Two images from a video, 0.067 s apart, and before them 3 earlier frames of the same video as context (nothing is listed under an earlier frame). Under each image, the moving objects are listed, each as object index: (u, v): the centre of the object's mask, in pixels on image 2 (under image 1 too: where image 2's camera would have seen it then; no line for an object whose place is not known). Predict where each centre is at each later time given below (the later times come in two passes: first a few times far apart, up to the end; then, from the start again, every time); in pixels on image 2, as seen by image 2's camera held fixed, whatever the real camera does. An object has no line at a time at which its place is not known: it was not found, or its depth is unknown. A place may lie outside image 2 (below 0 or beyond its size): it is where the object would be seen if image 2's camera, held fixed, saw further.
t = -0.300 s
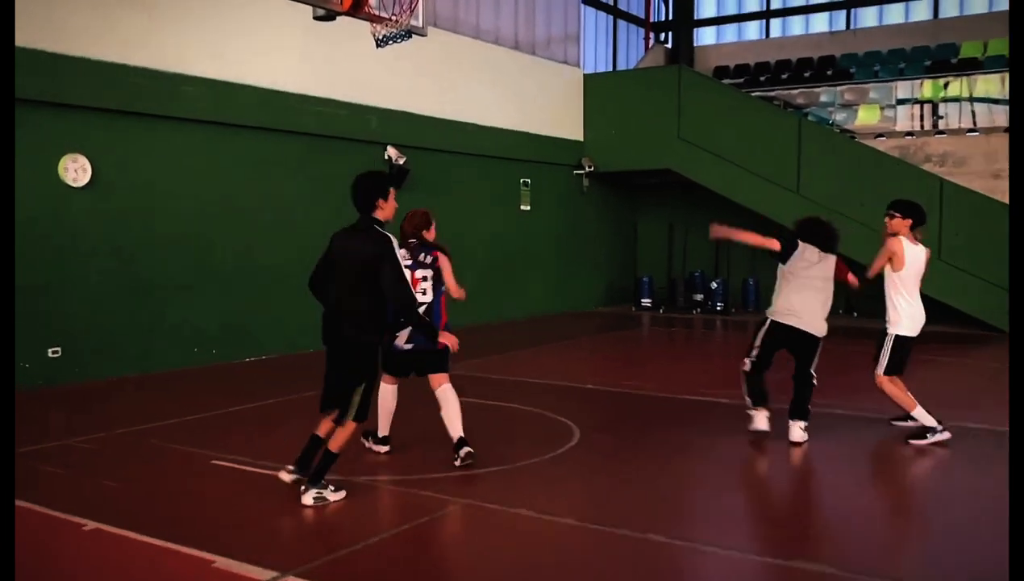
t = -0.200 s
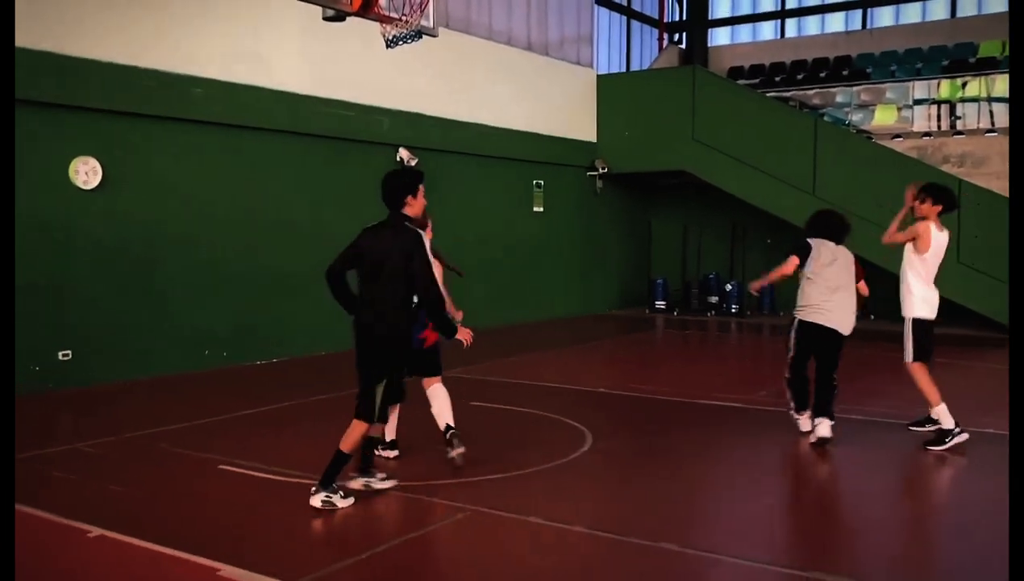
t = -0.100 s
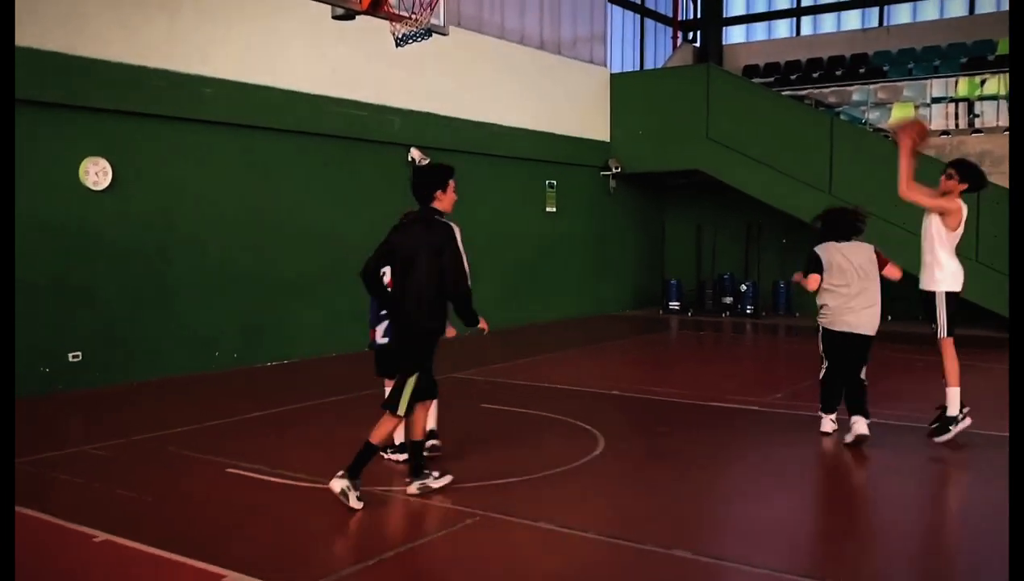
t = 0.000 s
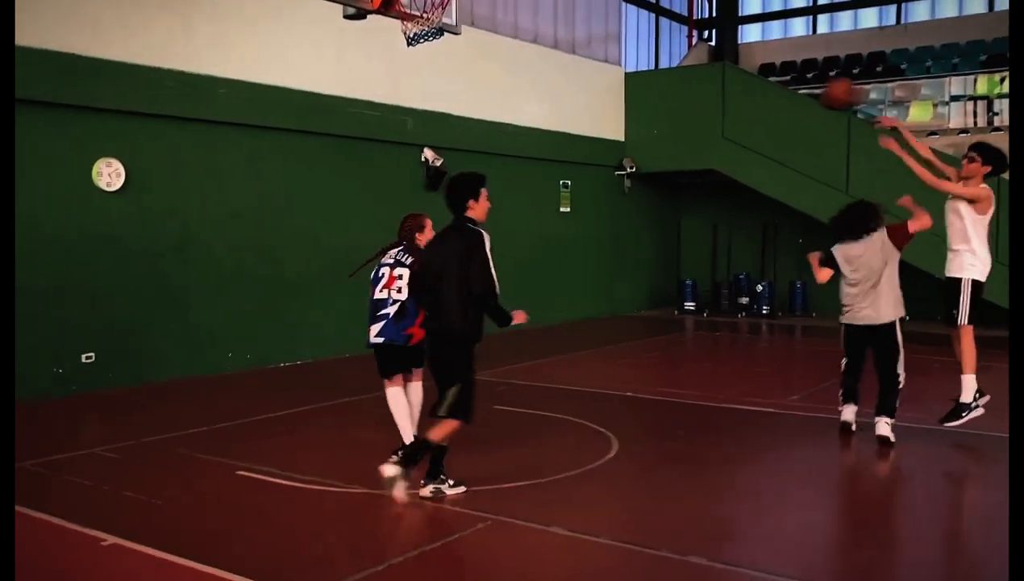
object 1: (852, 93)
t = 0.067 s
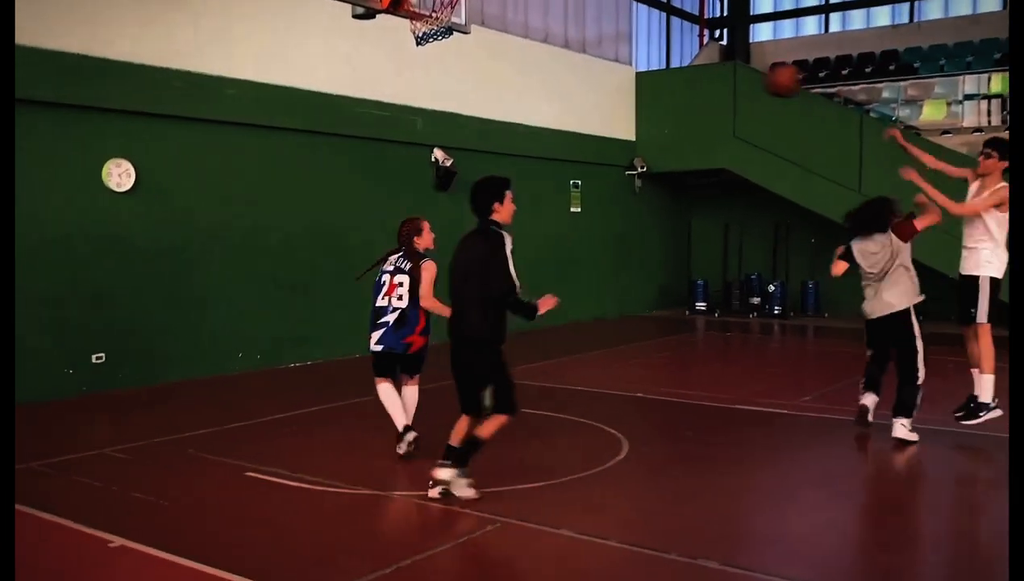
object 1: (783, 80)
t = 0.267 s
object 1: (578, 85)
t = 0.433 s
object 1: (406, 136)
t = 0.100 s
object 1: (749, 76)
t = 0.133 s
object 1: (715, 75)
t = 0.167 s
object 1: (681, 75)
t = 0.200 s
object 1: (647, 77)
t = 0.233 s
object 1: (612, 79)
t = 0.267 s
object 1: (578, 85)
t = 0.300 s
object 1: (544, 91)
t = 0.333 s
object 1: (510, 100)
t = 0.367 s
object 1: (477, 110)
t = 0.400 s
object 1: (440, 122)
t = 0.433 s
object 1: (406, 136)
